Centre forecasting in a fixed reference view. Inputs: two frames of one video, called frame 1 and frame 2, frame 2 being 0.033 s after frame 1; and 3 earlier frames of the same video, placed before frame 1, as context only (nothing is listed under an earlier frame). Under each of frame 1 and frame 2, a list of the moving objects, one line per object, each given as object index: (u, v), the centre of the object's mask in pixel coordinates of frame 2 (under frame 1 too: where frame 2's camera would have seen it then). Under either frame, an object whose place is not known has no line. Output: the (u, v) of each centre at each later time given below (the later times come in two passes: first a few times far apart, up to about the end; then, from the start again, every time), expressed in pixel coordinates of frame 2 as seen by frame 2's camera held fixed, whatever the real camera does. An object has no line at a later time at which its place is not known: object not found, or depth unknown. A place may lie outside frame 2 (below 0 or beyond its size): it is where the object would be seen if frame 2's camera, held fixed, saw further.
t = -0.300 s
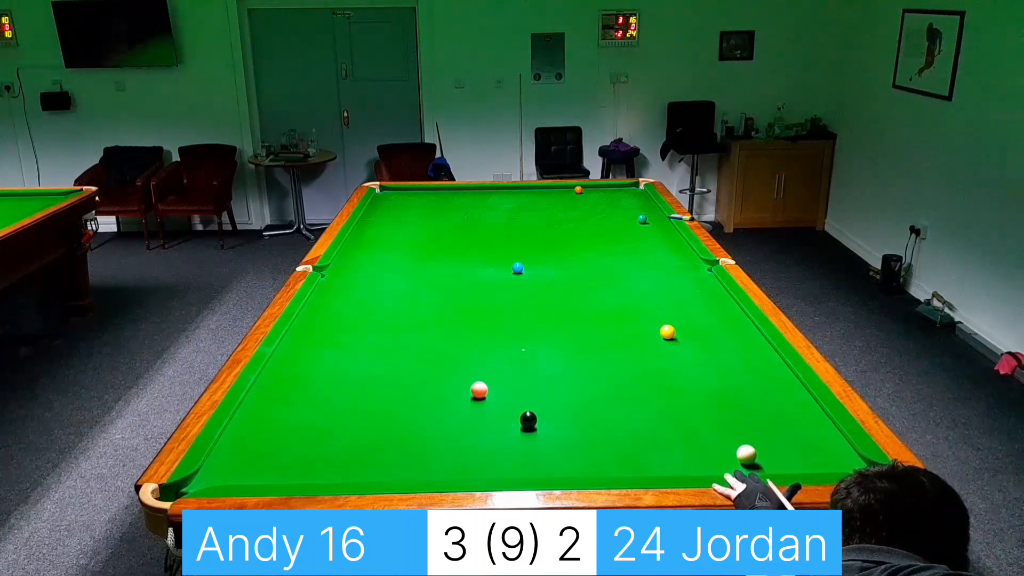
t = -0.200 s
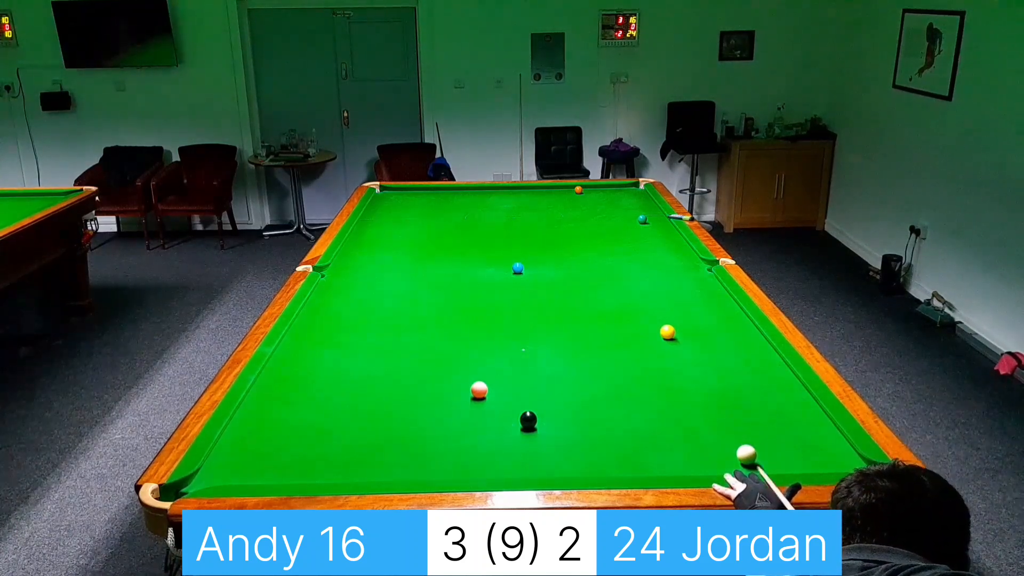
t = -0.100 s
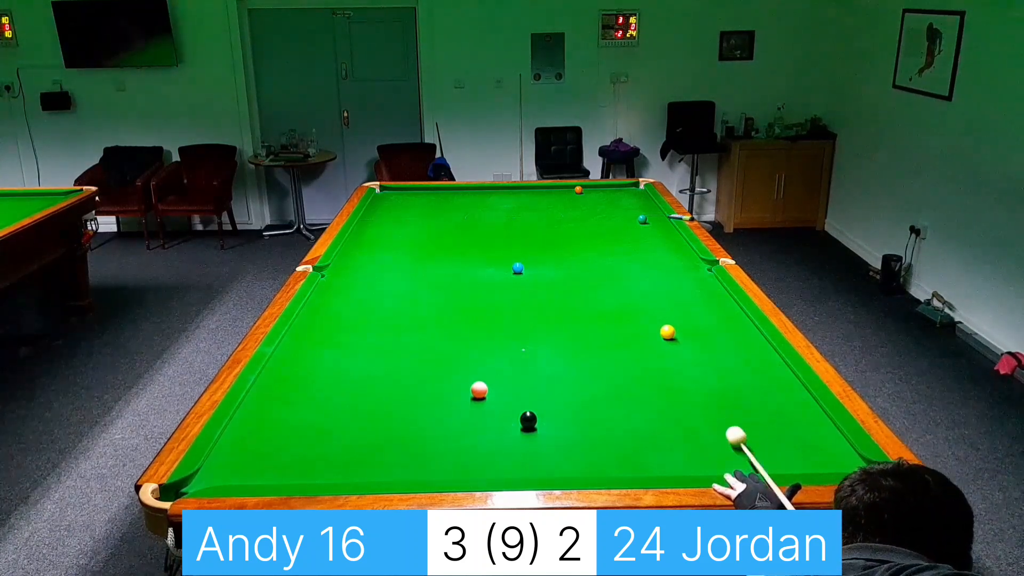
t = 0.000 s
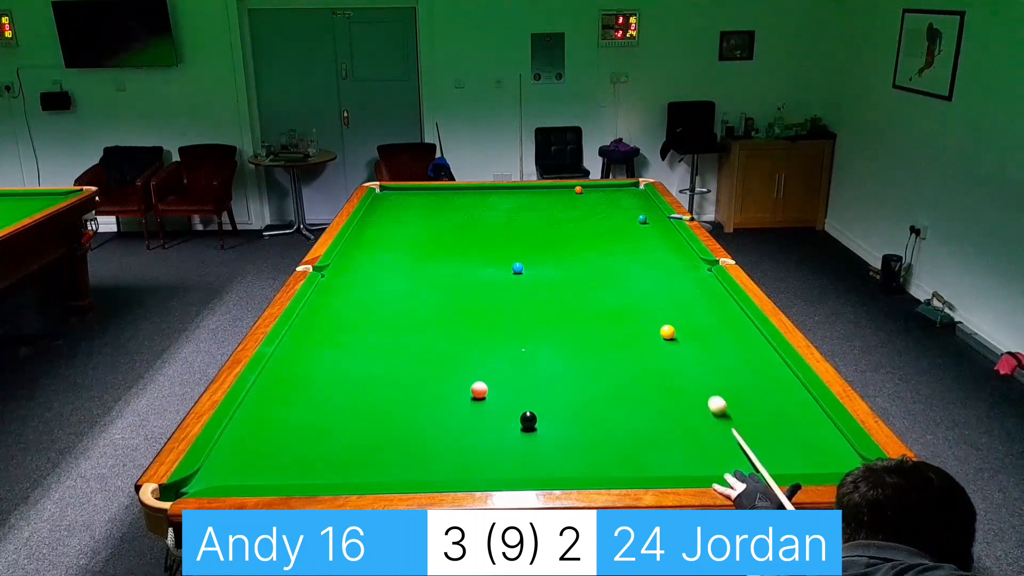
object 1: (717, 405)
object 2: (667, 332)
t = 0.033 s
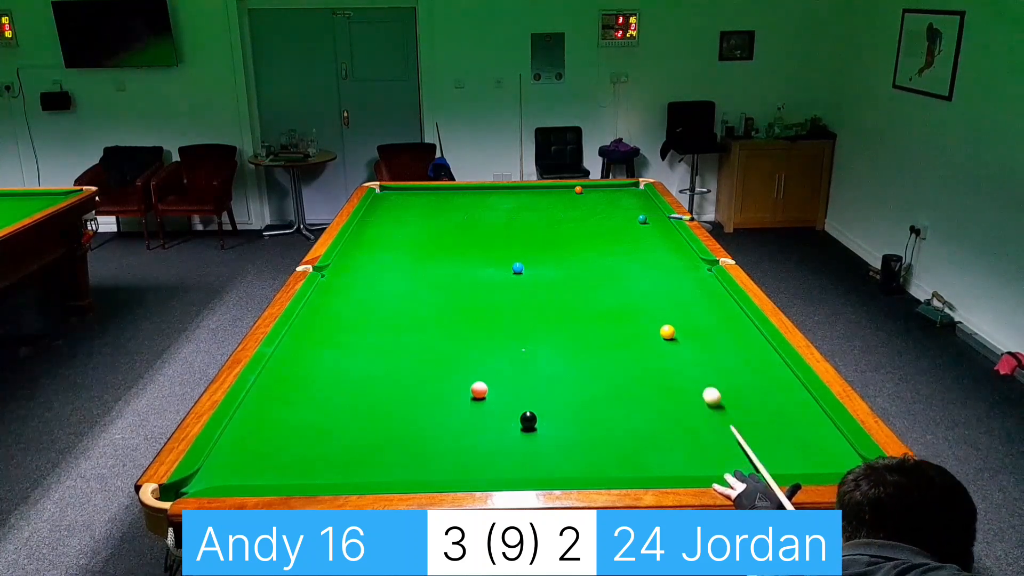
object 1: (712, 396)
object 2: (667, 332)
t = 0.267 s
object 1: (680, 344)
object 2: (667, 332)
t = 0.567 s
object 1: (700, 323)
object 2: (622, 303)
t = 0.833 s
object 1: (717, 308)
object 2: (591, 284)
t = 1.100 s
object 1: (720, 295)
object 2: (564, 267)
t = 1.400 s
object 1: (697, 285)
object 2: (539, 251)
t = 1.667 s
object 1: (680, 277)
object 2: (519, 238)
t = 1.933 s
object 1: (664, 270)
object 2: (502, 227)
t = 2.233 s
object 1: (649, 262)
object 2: (485, 216)
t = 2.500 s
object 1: (637, 257)
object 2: (472, 208)
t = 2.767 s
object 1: (626, 251)
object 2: (460, 200)
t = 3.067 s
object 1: (615, 246)
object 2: (448, 192)
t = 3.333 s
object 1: (606, 242)
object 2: (438, 189)
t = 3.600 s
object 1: (599, 238)
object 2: (429, 193)
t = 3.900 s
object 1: (593, 234)
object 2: (419, 198)
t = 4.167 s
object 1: (586, 232)
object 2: (410, 202)
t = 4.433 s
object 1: (580, 230)
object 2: (402, 206)
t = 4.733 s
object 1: (575, 227)
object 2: (392, 210)
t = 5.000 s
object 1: (572, 226)
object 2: (384, 214)
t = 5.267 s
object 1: (568, 224)
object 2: (377, 218)
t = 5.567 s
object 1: (566, 223)
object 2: (368, 222)
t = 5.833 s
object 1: (563, 222)
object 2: (362, 225)
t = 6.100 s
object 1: (562, 221)
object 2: (359, 228)
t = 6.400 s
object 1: (561, 221)
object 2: (360, 230)
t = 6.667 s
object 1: (560, 221)
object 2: (361, 233)
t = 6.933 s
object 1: (560, 221)
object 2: (362, 235)
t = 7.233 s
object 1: (560, 221)
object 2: (362, 236)
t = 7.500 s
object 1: (560, 221)
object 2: (363, 238)
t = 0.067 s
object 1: (707, 388)
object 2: (667, 332)
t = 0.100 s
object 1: (701, 379)
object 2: (668, 332)
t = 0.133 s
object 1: (697, 371)
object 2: (667, 332)
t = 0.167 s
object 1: (692, 364)
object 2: (667, 332)
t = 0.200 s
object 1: (688, 357)
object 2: (667, 332)
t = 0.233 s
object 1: (684, 350)
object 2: (667, 332)
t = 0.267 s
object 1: (680, 344)
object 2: (667, 332)
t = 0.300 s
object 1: (677, 337)
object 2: (666, 331)
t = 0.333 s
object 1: (679, 336)
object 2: (661, 328)
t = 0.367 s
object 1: (683, 334)
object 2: (654, 323)
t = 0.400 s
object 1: (687, 333)
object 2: (647, 319)
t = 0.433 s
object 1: (690, 331)
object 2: (641, 316)
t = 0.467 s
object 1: (693, 329)
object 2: (636, 312)
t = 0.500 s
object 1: (696, 327)
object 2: (631, 309)
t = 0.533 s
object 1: (698, 325)
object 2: (626, 306)
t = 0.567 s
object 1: (700, 323)
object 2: (622, 303)
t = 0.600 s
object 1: (702, 321)
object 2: (618, 301)
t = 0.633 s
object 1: (704, 319)
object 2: (614, 298)
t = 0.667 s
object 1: (706, 317)
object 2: (610, 296)
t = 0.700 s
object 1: (708, 315)
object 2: (606, 293)
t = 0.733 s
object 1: (711, 313)
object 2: (602, 291)
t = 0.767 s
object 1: (713, 311)
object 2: (598, 288)
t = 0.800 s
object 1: (715, 310)
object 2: (595, 286)
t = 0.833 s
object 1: (717, 308)
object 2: (591, 284)
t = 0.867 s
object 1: (718, 306)
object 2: (587, 281)
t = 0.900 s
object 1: (720, 304)
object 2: (584, 279)
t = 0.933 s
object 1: (722, 302)
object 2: (580, 277)
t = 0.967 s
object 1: (724, 301)
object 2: (577, 275)
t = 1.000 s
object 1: (726, 299)
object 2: (574, 273)
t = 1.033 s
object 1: (725, 297)
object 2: (571, 271)
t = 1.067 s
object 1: (722, 296)
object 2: (567, 269)
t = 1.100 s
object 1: (720, 295)
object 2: (564, 267)
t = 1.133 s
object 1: (717, 294)
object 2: (562, 265)
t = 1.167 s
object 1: (715, 293)
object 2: (558, 263)
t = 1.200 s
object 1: (712, 291)
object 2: (556, 261)
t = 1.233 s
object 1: (709, 290)
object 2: (553, 259)
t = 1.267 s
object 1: (707, 289)
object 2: (550, 257)
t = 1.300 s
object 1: (704, 288)
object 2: (547, 256)
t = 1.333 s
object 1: (702, 287)
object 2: (544, 254)
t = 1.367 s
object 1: (699, 286)
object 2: (541, 252)
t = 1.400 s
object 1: (697, 285)
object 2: (539, 251)
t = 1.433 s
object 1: (695, 284)
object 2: (536, 249)
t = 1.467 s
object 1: (693, 283)
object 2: (534, 247)
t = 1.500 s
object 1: (690, 282)
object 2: (531, 246)
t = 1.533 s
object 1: (688, 280)
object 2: (529, 244)
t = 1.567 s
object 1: (686, 279)
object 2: (526, 243)
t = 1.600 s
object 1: (684, 279)
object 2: (524, 241)
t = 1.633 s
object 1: (682, 278)
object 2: (522, 240)
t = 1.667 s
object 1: (680, 277)
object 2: (519, 238)
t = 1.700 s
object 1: (678, 276)
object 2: (517, 237)
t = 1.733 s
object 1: (676, 275)
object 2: (515, 235)
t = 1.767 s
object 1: (674, 274)
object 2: (512, 234)
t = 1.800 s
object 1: (672, 273)
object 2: (510, 232)
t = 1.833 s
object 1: (670, 272)
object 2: (508, 231)
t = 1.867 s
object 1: (668, 271)
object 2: (506, 230)
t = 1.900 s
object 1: (666, 270)
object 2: (504, 228)
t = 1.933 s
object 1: (664, 270)
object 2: (502, 227)
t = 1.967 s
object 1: (662, 269)
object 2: (500, 226)
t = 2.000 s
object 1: (660, 268)
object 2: (498, 224)
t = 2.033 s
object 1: (659, 267)
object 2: (496, 223)
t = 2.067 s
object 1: (657, 266)
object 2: (494, 222)
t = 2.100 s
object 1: (655, 265)
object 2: (492, 221)
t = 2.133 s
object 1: (654, 265)
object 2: (491, 220)
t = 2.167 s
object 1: (652, 264)
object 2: (489, 218)
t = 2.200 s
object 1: (650, 263)
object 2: (487, 217)
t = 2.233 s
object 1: (649, 262)
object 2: (485, 216)
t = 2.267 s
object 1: (647, 261)
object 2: (483, 215)
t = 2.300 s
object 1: (646, 261)
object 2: (482, 214)
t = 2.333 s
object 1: (644, 260)
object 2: (480, 213)
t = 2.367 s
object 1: (642, 259)
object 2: (478, 212)
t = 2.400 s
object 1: (641, 259)
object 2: (477, 211)
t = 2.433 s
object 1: (639, 258)
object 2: (475, 210)
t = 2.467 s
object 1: (638, 257)
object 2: (473, 209)
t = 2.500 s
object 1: (637, 257)
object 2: (472, 208)
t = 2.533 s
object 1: (635, 256)
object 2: (470, 207)
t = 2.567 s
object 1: (634, 255)
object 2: (469, 206)
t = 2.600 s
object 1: (632, 255)
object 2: (467, 205)
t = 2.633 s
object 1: (631, 254)
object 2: (466, 203)
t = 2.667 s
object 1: (630, 253)
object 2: (464, 203)
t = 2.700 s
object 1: (628, 253)
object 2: (463, 202)
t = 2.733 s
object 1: (627, 252)
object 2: (461, 201)
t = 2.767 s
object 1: (626, 251)
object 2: (460, 200)
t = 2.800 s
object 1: (625, 251)
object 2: (458, 199)
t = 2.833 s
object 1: (623, 250)
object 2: (457, 198)
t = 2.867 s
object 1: (622, 250)
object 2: (456, 197)
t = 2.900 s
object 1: (621, 249)
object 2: (454, 196)
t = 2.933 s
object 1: (620, 249)
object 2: (453, 195)
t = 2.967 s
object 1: (618, 248)
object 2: (451, 195)
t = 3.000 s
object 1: (617, 247)
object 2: (450, 194)
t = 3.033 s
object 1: (616, 247)
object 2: (449, 193)
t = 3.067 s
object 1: (615, 246)
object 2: (448, 192)
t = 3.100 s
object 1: (614, 246)
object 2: (446, 191)
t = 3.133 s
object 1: (613, 245)
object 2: (445, 191)
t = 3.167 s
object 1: (612, 245)
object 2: (444, 190)
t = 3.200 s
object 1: (611, 244)
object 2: (442, 189)
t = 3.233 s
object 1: (610, 243)
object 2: (441, 188)
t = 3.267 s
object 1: (608, 243)
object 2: (440, 188)
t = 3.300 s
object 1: (607, 242)
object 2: (439, 189)
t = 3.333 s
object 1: (606, 242)
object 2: (438, 189)
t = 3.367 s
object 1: (605, 242)
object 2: (437, 190)
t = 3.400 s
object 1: (605, 241)
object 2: (435, 191)
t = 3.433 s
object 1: (604, 241)
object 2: (435, 191)
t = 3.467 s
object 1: (603, 240)
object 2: (433, 191)
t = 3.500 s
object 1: (602, 240)
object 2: (432, 192)
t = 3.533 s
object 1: (601, 239)
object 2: (431, 193)
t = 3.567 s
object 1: (600, 239)
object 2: (430, 193)
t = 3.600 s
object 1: (599, 238)
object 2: (429, 193)
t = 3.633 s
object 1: (598, 238)
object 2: (428, 194)
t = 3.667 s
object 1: (597, 238)
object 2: (427, 194)
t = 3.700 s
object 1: (596, 237)
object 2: (425, 195)
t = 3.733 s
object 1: (596, 237)
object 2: (424, 195)
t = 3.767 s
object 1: (595, 236)
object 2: (423, 196)
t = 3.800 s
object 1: (594, 236)
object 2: (422, 197)
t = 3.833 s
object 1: (593, 235)
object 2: (421, 197)
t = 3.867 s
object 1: (592, 235)
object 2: (420, 198)
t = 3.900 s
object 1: (593, 234)
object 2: (419, 198)
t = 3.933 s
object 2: (418, 199)
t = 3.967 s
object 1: (590, 234)
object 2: (417, 199)
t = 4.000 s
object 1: (589, 234)
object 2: (415, 199)
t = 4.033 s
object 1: (589, 233)
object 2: (414, 200)
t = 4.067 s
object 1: (588, 233)
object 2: (413, 201)
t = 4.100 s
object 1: (587, 233)
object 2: (412, 201)
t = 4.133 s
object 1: (586, 232)
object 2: (411, 202)
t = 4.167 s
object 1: (586, 232)
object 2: (410, 202)
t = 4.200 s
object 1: (585, 232)
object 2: (409, 203)
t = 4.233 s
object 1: (584, 231)
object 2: (408, 203)
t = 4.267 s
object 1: (584, 231)
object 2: (407, 204)
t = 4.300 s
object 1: (583, 231)
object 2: (406, 204)
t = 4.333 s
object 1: (582, 230)
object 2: (405, 205)
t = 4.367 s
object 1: (582, 230)
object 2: (404, 205)
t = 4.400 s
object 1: (581, 230)
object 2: (403, 205)
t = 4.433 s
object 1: (580, 230)
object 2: (402, 206)
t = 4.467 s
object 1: (580, 229)
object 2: (401, 206)
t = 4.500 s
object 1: (579, 229)
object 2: (399, 207)
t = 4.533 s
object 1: (579, 229)
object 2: (398, 207)
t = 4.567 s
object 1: (578, 228)
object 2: (398, 208)
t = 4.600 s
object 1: (578, 228)
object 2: (396, 208)
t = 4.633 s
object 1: (577, 228)
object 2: (395, 209)
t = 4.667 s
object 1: (576, 228)
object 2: (395, 209)
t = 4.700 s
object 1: (576, 228)
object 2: (394, 210)
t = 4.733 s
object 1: (575, 227)
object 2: (392, 210)
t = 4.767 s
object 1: (575, 227)
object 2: (391, 211)
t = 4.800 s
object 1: (574, 227)
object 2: (390, 211)
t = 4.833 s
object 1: (574, 227)
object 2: (389, 212)
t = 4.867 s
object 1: (574, 226)
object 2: (389, 212)
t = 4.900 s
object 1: (573, 226)
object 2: (387, 212)
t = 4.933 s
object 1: (572, 226)
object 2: (386, 213)
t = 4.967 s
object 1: (572, 226)
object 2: (385, 213)
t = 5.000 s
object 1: (572, 226)
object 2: (384, 214)
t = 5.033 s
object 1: (571, 225)
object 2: (384, 214)
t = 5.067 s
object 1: (571, 225)
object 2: (382, 215)
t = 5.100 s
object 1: (570, 225)
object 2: (381, 215)
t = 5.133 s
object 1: (570, 225)
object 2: (380, 216)
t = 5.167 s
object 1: (570, 225)
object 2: (379, 216)
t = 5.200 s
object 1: (569, 224)
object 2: (378, 217)
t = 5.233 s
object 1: (569, 224)
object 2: (378, 217)
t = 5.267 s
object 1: (568, 224)
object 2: (377, 218)
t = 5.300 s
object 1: (568, 224)
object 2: (376, 218)
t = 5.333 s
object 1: (568, 224)
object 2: (375, 218)
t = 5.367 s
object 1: (567, 224)
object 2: (374, 219)
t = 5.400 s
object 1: (567, 224)
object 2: (373, 219)
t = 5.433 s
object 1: (567, 223)
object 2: (372, 220)
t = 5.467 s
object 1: (567, 223)
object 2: (371, 220)
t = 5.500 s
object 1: (566, 223)
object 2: (370, 221)
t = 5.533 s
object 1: (566, 223)
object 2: (369, 221)
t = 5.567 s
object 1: (566, 223)
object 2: (368, 222)
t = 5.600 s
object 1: (565, 223)
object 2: (367, 222)
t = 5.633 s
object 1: (565, 222)
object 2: (367, 223)
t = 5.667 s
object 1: (565, 222)
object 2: (366, 223)
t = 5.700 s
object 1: (565, 222)
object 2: (365, 223)
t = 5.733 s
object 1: (564, 222)
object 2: (364, 224)
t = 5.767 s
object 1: (564, 222)
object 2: (363, 224)
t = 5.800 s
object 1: (564, 222)
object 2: (362, 224)
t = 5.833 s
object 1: (563, 222)
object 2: (362, 225)
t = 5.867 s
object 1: (563, 222)
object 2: (361, 225)
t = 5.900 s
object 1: (563, 221)
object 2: (360, 226)
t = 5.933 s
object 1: (563, 221)
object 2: (359, 226)
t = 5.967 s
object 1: (562, 221)
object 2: (359, 227)
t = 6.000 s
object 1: (562, 221)
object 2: (359, 227)
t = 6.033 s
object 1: (562, 221)
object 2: (359, 227)
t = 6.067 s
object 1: (562, 221)
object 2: (359, 227)
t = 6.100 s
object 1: (562, 221)
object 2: (359, 228)
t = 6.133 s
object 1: (562, 221)
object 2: (360, 228)
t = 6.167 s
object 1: (562, 221)
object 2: (360, 228)
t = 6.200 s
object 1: (561, 221)
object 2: (359, 229)
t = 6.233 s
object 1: (561, 221)
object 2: (360, 229)
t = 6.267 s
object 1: (561, 221)
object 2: (360, 229)
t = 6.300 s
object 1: (561, 221)
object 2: (360, 230)
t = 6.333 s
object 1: (561, 221)
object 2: (360, 230)
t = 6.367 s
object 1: (561, 221)
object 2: (360, 230)
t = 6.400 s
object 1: (561, 221)
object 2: (360, 230)
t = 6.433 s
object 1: (561, 221)
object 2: (360, 231)
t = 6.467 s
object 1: (560, 221)
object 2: (360, 231)
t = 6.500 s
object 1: (560, 221)
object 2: (360, 231)
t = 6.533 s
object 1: (560, 221)
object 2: (361, 232)
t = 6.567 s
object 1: (560, 221)
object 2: (361, 232)
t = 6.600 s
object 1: (560, 221)
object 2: (361, 232)
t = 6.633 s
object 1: (560, 221)
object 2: (361, 232)
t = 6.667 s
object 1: (560, 221)
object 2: (361, 233)
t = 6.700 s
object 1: (560, 221)
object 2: (361, 233)
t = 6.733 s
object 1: (560, 221)
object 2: (361, 233)
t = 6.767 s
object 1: (560, 221)
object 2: (361, 233)
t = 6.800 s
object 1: (560, 221)
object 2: (361, 234)
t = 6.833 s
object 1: (560, 221)
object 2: (361, 234)
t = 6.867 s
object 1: (560, 221)
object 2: (361, 234)
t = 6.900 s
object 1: (560, 221)
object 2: (361, 234)
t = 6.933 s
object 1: (560, 221)
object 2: (362, 235)
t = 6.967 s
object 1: (560, 221)
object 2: (362, 235)
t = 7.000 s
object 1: (560, 221)
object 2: (362, 235)
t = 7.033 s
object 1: (560, 221)
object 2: (362, 235)
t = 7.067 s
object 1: (560, 221)
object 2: (362, 235)
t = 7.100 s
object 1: (560, 221)
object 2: (362, 236)
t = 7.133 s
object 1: (560, 221)
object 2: (362, 236)
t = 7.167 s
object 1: (560, 221)
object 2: (362, 236)
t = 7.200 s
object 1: (560, 221)
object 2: (362, 236)
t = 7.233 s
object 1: (560, 221)
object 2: (362, 236)
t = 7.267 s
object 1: (560, 221)
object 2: (362, 237)
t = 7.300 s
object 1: (560, 221)
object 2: (363, 237)
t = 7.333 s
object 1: (560, 221)
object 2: (363, 237)
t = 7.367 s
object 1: (560, 221)
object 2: (363, 237)
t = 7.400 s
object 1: (560, 221)
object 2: (363, 237)
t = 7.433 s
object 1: (560, 221)
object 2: (363, 237)
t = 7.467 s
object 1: (560, 221)
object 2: (363, 238)
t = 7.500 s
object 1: (560, 221)
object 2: (363, 238)
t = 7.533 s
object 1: (560, 221)
